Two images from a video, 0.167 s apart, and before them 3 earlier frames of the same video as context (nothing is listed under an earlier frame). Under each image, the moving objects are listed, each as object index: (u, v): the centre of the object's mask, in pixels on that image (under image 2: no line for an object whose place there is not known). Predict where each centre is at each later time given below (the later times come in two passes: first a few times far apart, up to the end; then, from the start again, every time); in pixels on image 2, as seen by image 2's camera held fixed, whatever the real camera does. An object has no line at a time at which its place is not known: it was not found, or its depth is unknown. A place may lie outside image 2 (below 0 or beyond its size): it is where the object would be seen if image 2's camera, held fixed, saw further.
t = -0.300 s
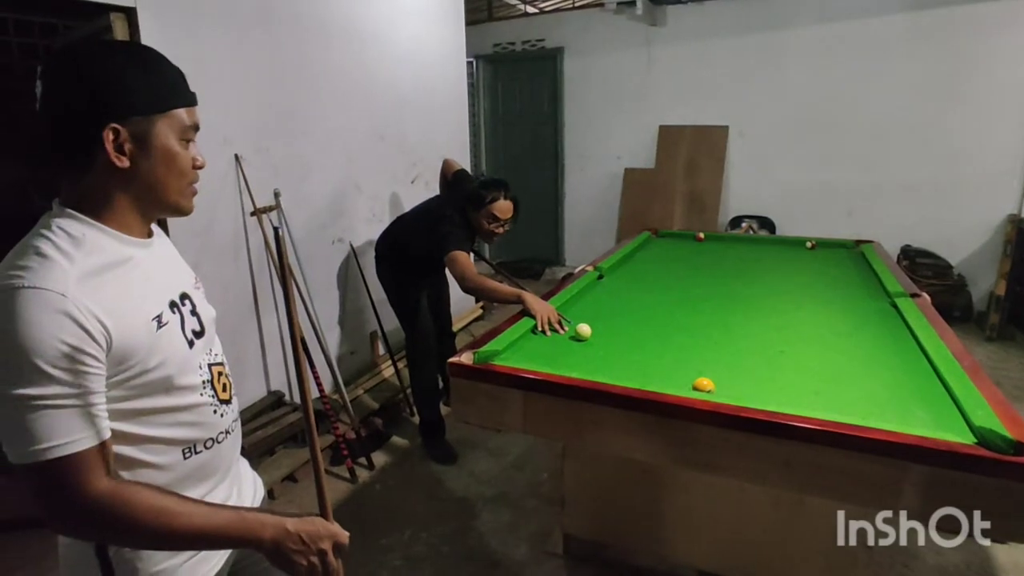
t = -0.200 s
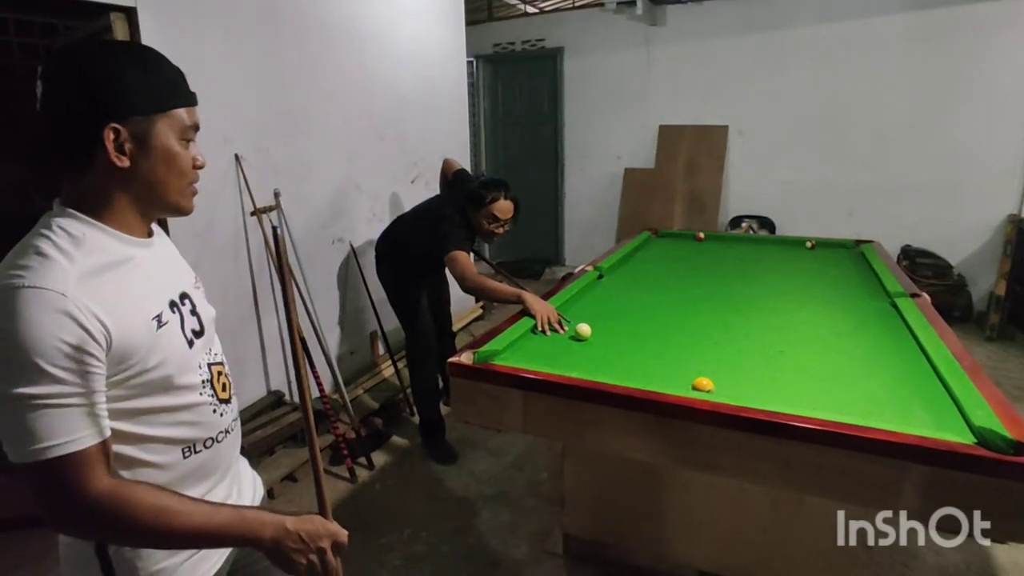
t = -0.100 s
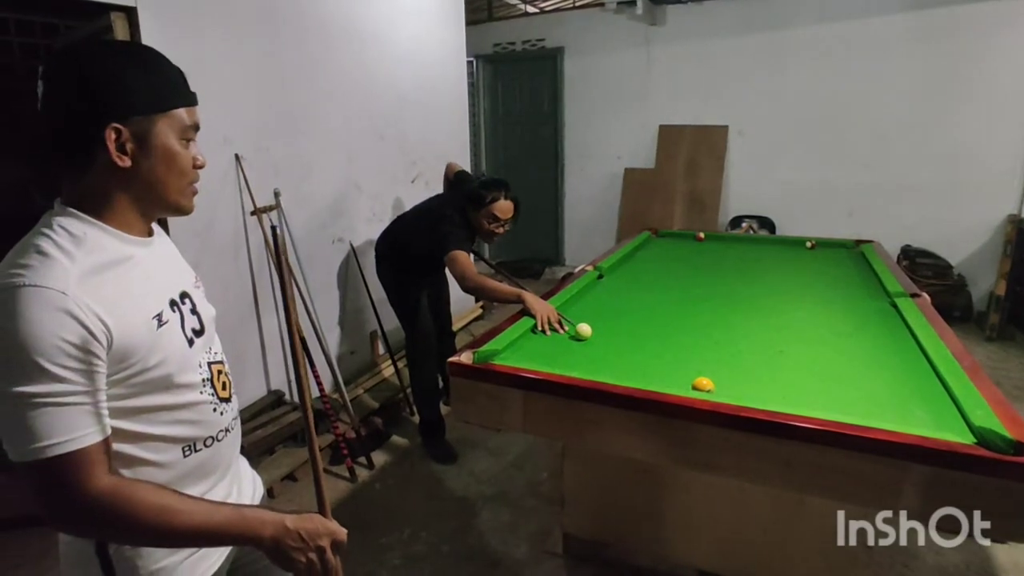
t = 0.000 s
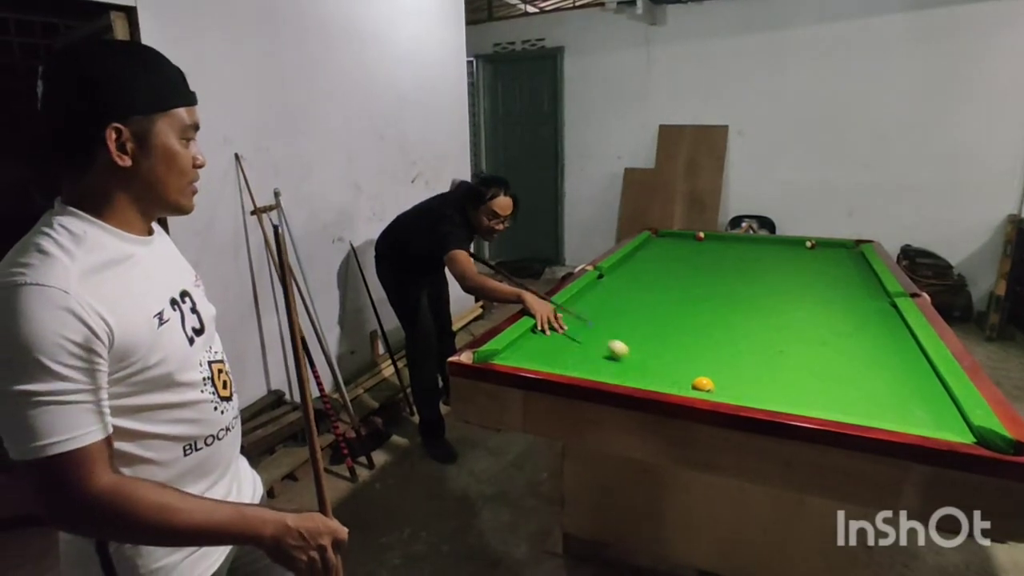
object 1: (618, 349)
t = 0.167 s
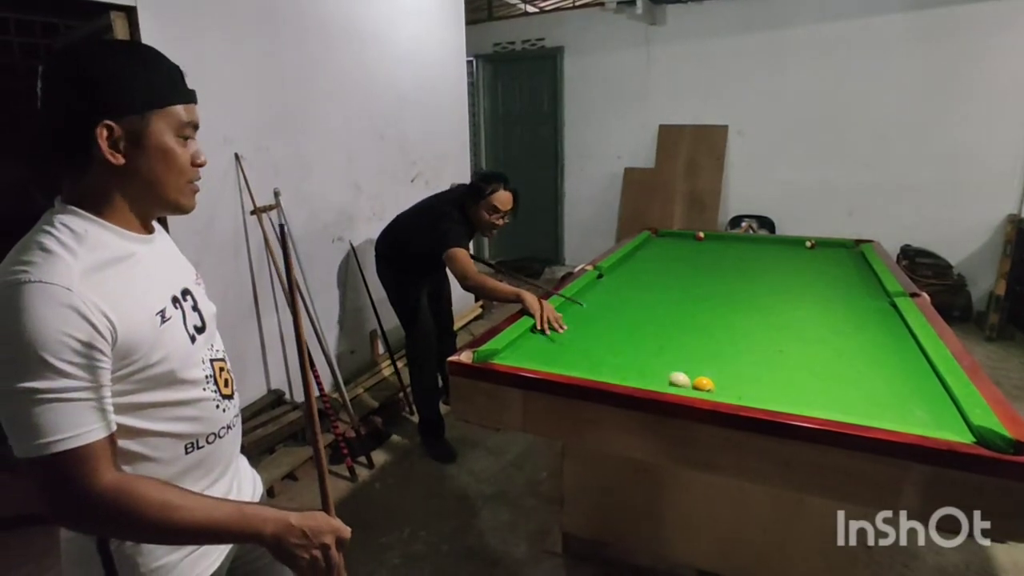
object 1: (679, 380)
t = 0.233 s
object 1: (681, 379)
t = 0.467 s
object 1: (700, 369)
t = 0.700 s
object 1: (721, 361)
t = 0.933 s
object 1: (740, 352)
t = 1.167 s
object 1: (758, 344)
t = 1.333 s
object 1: (770, 340)
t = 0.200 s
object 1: (680, 381)
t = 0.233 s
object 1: (681, 379)
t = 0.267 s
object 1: (683, 376)
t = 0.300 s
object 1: (684, 376)
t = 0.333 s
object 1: (687, 375)
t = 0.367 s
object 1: (690, 374)
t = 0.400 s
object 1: (694, 373)
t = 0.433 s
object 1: (697, 371)
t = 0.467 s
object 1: (700, 369)
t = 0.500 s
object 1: (703, 368)
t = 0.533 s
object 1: (706, 367)
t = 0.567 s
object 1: (709, 366)
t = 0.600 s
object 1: (712, 364)
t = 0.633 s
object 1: (715, 363)
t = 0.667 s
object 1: (718, 362)
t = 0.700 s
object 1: (721, 361)
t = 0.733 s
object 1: (724, 359)
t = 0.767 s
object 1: (727, 357)
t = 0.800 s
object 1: (730, 356)
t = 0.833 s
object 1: (733, 355)
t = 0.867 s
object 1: (735, 354)
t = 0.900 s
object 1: (737, 353)
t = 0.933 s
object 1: (740, 352)
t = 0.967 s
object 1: (743, 351)
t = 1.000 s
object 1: (745, 349)
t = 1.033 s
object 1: (748, 348)
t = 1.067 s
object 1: (751, 347)
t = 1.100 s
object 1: (753, 347)
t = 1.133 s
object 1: (756, 345)
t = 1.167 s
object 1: (758, 344)
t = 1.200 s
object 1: (761, 343)
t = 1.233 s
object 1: (763, 342)
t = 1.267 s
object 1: (765, 341)
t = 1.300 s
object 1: (767, 340)
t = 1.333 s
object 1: (770, 340)
